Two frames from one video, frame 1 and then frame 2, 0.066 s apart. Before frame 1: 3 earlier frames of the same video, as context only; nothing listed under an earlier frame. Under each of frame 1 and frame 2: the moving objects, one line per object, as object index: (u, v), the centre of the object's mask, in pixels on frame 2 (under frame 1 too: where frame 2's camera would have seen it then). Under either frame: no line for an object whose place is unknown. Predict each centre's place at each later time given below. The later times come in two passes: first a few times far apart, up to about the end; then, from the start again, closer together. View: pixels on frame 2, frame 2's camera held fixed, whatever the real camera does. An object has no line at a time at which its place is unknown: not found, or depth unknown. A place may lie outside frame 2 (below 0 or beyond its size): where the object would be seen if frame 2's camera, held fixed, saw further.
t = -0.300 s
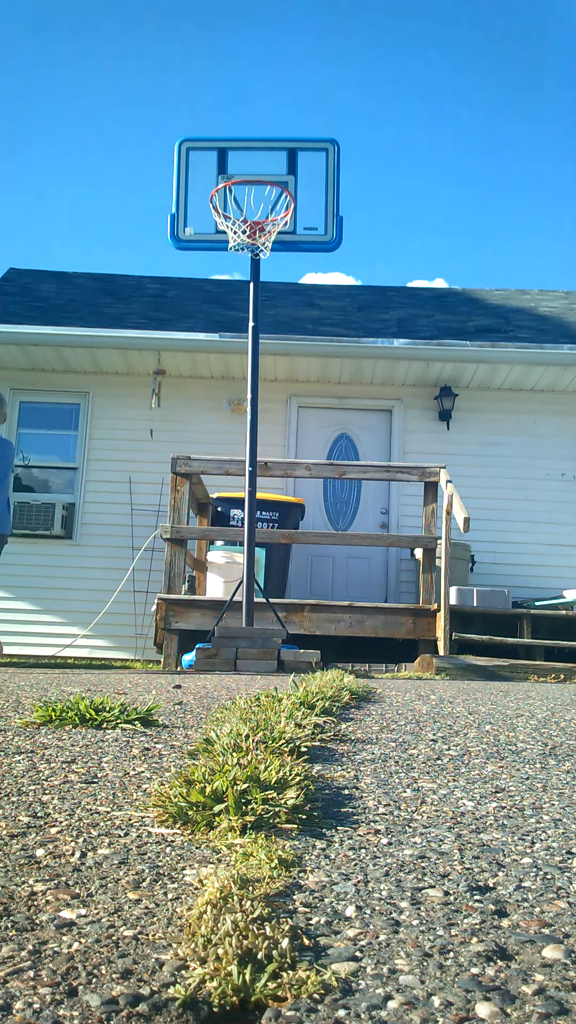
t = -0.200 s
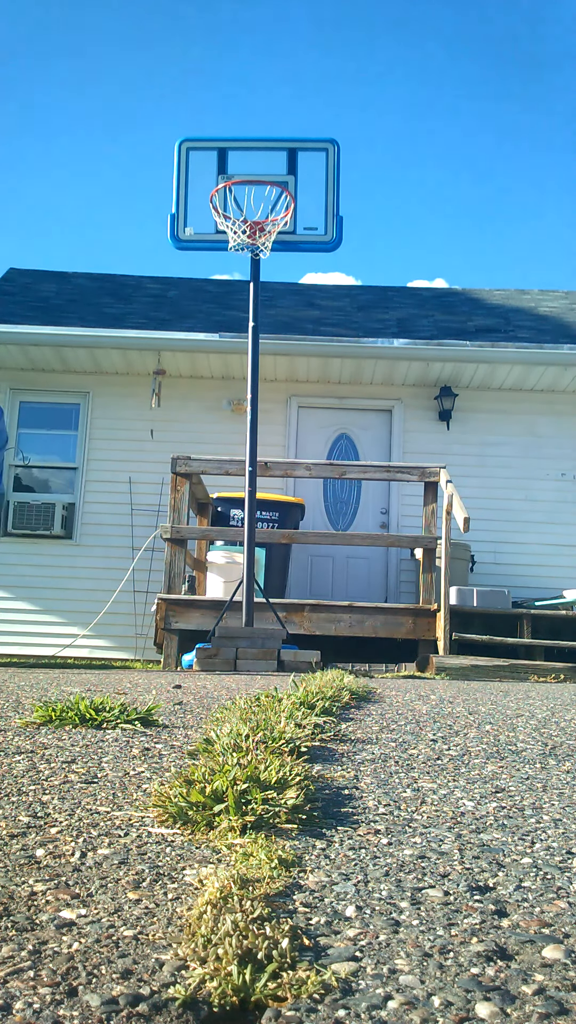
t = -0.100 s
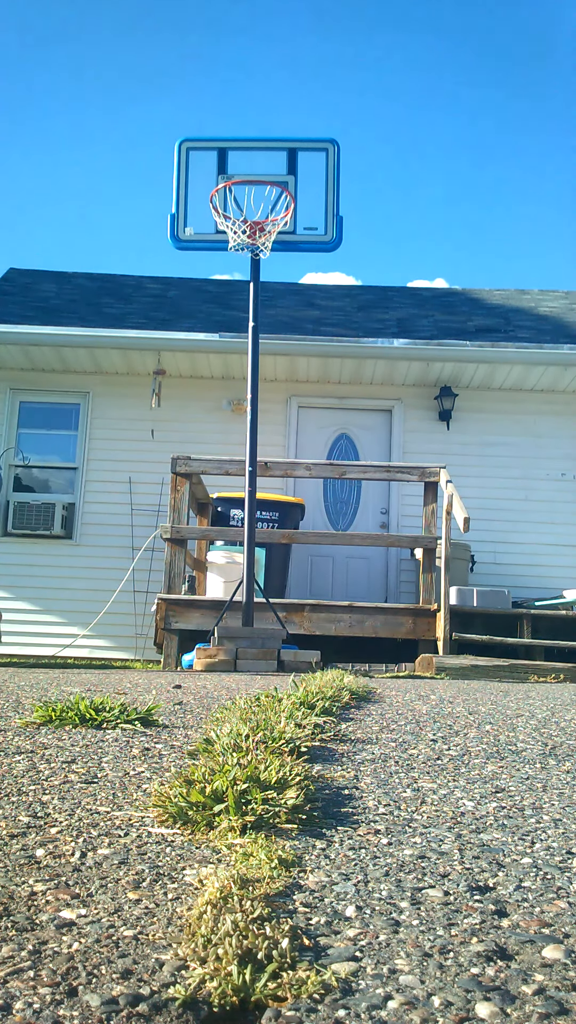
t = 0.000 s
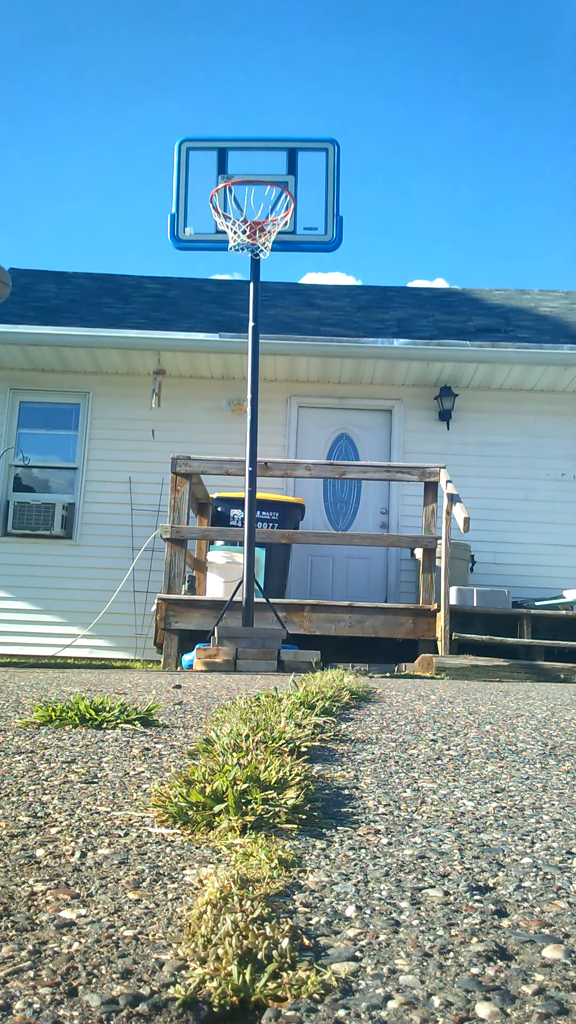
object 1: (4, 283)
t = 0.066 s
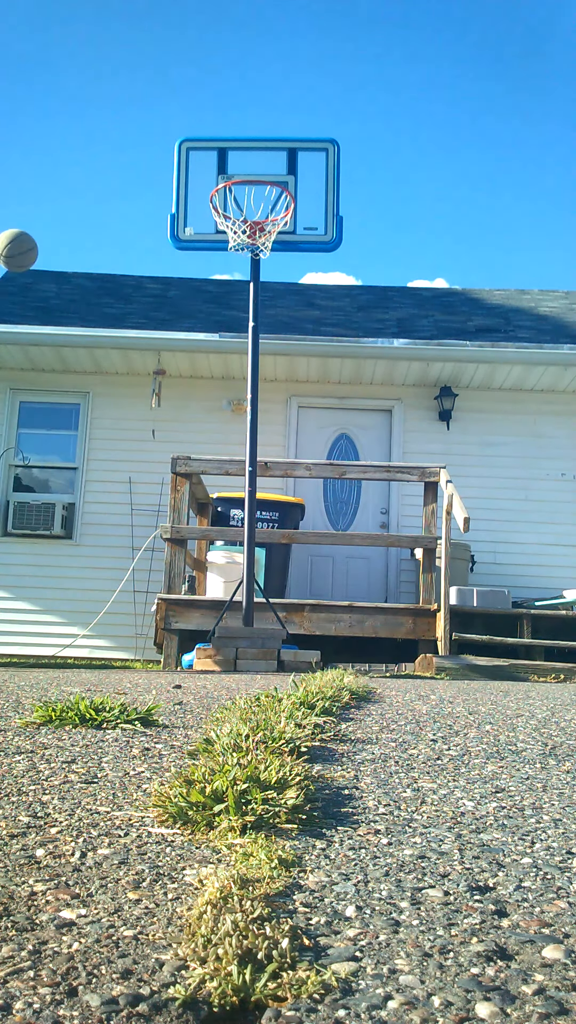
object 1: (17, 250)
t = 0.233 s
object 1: (77, 203)
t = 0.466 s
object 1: (152, 210)
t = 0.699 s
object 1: (218, 299)
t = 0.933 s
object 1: (278, 473)
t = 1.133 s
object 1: (334, 599)
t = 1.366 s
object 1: (427, 457)
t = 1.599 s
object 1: (512, 409)
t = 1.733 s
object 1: (559, 421)
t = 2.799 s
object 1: (564, 588)
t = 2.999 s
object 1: (558, 601)
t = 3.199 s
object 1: (547, 599)
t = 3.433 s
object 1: (534, 602)
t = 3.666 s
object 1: (525, 603)
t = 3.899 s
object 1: (530, 604)
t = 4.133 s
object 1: (531, 605)
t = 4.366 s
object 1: (530, 604)
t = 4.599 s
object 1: (530, 605)
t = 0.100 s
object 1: (29, 237)
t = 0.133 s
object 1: (41, 225)
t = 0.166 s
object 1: (54, 216)
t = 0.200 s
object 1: (65, 209)
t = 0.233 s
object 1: (77, 203)
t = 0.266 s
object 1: (89, 199)
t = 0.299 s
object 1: (100, 196)
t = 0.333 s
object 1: (111, 196)
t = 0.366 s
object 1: (121, 197)
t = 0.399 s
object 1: (132, 200)
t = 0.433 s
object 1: (142, 204)
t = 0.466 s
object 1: (152, 210)
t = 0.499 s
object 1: (162, 217)
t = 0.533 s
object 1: (172, 227)
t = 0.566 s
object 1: (181, 238)
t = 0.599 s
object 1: (190, 250)
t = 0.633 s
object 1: (199, 265)
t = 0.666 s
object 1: (209, 281)
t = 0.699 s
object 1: (218, 299)
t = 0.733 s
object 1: (227, 318)
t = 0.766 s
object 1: (235, 340)
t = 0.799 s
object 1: (244, 363)
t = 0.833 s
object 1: (252, 387)
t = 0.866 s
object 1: (261, 414)
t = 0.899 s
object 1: (269, 442)
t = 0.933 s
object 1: (278, 473)
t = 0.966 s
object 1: (286, 505)
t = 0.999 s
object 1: (294, 540)
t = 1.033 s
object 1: (302, 576)
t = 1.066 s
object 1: (311, 615)
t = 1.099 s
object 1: (320, 628)
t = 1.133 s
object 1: (334, 599)
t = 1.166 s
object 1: (348, 572)
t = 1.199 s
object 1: (362, 547)
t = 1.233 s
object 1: (375, 525)
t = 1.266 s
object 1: (388, 505)
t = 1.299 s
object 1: (401, 486)
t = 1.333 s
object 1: (414, 470)
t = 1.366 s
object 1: (427, 457)
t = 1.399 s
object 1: (439, 444)
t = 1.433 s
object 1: (452, 433)
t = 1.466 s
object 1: (464, 425)
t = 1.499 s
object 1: (476, 418)
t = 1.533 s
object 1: (488, 413)
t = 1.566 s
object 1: (500, 410)
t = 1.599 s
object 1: (512, 409)
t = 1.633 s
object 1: (524, 409)
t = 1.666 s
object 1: (536, 411)
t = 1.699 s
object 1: (548, 415)
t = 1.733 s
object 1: (559, 421)
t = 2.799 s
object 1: (564, 588)
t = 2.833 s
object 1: (564, 590)
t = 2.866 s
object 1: (563, 593)
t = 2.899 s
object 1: (562, 597)
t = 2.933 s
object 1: (560, 600)
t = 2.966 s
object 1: (560, 603)
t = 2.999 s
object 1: (558, 601)
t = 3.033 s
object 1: (556, 599)
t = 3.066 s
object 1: (554, 598)
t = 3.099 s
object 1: (553, 597)
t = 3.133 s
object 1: (551, 597)
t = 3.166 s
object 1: (549, 598)
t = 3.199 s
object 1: (547, 599)
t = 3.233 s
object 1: (545, 602)
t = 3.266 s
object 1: (543, 604)
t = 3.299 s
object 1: (542, 602)
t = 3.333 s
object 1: (540, 601)
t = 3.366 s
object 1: (538, 601)
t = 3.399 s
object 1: (536, 601)
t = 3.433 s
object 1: (534, 602)
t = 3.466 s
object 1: (532, 603)
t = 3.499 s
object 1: (531, 604)
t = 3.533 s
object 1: (529, 603)
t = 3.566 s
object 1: (527, 602)
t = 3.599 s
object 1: (526, 602)
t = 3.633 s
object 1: (524, 603)
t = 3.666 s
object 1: (525, 603)
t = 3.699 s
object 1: (526, 604)
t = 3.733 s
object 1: (527, 604)
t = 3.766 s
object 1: (527, 604)
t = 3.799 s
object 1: (528, 604)
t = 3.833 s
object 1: (529, 605)
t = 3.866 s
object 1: (529, 604)
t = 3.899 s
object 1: (530, 604)
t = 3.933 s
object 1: (530, 605)
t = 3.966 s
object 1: (530, 605)
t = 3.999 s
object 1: (531, 605)
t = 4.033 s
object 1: (531, 605)
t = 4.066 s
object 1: (531, 605)
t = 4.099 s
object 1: (530, 605)
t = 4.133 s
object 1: (531, 605)
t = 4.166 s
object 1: (531, 605)
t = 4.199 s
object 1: (531, 605)
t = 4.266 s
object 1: (530, 605)
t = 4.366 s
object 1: (530, 604)
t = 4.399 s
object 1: (530, 605)
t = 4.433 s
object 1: (530, 605)
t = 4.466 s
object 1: (530, 605)
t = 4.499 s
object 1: (530, 605)
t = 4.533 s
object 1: (530, 605)
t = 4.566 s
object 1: (530, 605)
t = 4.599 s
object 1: (530, 605)
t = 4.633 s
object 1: (530, 605)
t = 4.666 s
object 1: (530, 605)
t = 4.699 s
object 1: (530, 605)
